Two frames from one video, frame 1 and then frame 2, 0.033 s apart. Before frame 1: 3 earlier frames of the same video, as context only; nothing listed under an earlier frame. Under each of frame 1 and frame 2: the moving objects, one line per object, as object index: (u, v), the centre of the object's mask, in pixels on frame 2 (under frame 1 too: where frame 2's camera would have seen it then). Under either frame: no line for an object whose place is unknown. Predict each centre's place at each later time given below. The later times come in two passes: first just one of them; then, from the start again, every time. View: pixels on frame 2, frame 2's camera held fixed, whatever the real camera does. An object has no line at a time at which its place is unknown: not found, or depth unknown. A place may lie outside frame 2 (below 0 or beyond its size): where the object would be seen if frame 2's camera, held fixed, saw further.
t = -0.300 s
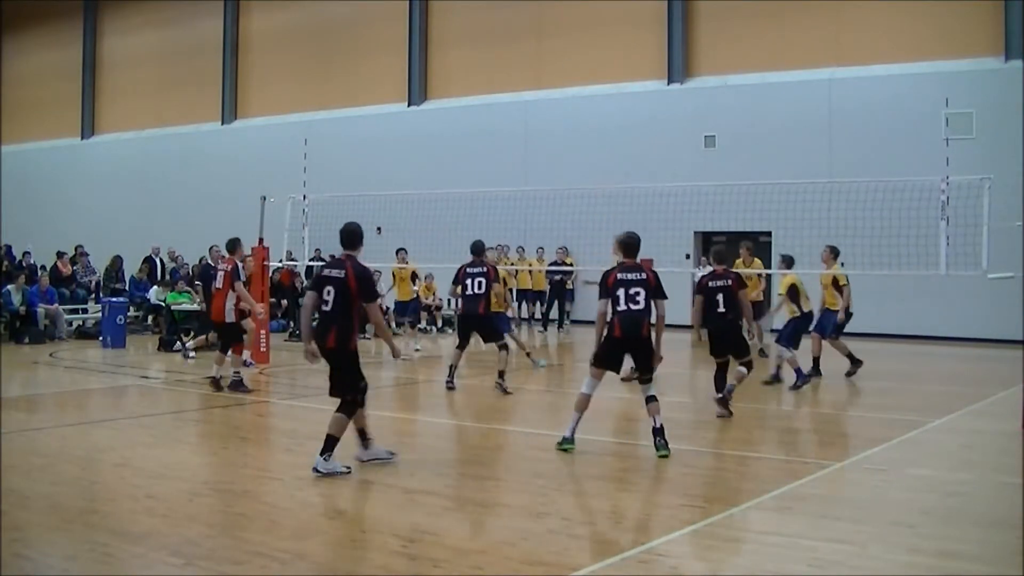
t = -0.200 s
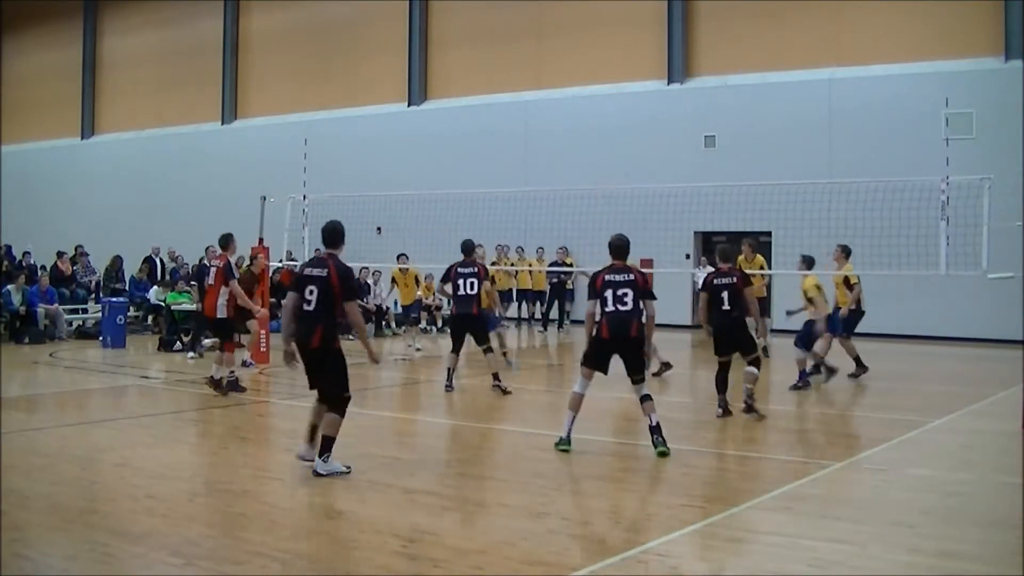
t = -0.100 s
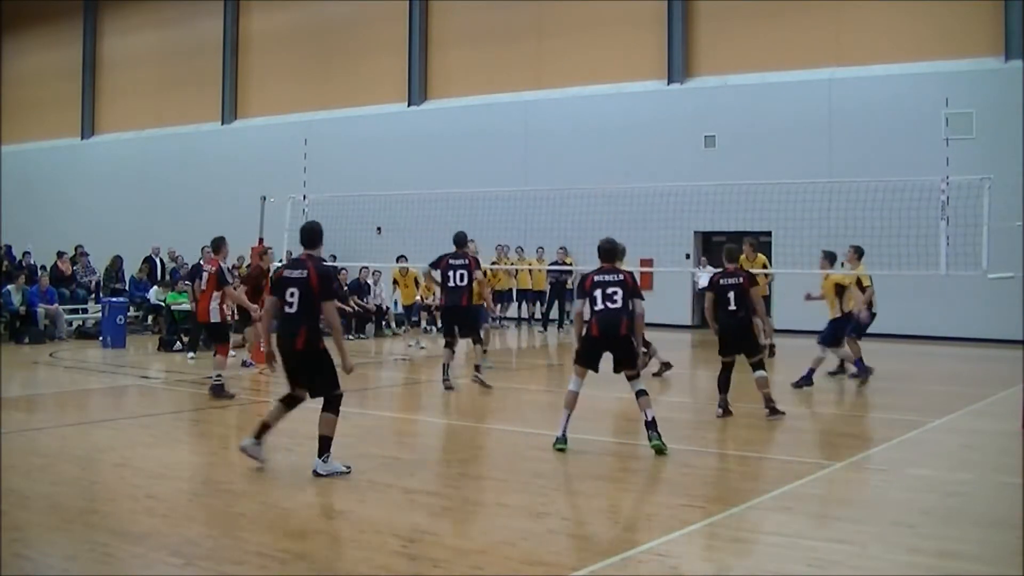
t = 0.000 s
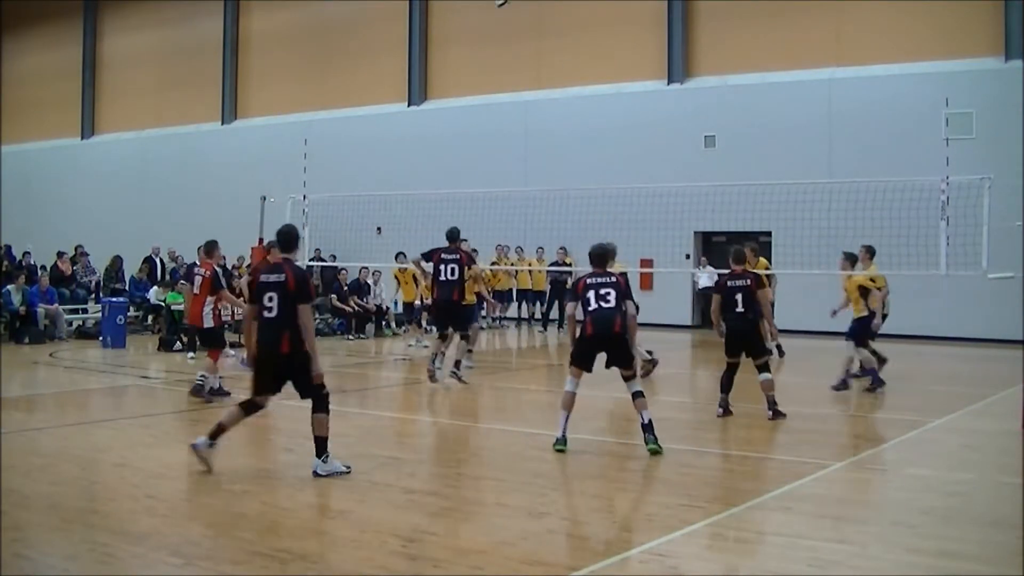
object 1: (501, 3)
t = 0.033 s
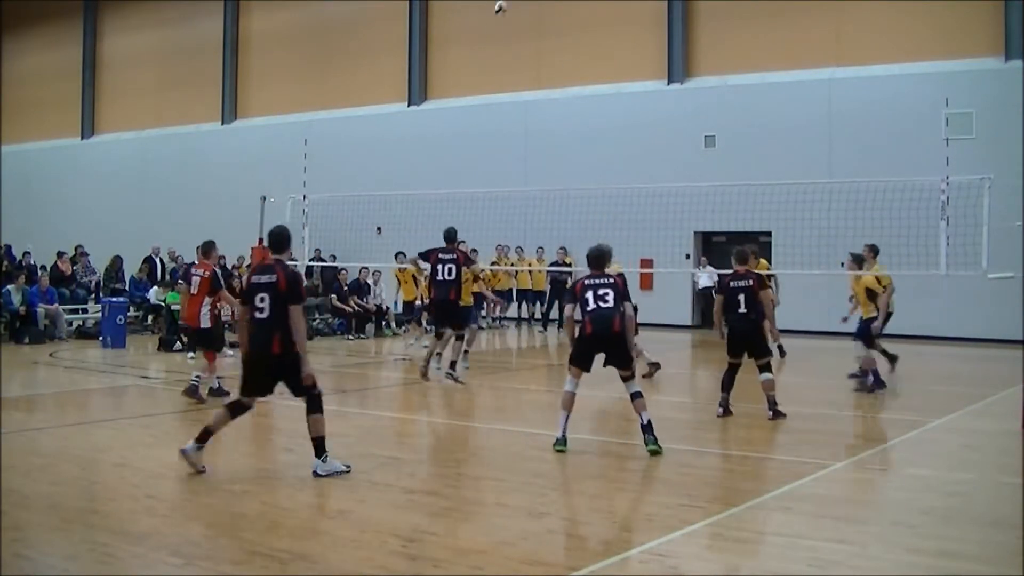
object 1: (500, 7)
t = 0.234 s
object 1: (485, 62)
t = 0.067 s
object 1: (497, 15)
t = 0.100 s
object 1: (494, 23)
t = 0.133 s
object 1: (492, 30)
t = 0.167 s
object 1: (490, 41)
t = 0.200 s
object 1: (488, 52)
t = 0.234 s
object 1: (485, 62)
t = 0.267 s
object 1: (482, 74)
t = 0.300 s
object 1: (480, 87)
